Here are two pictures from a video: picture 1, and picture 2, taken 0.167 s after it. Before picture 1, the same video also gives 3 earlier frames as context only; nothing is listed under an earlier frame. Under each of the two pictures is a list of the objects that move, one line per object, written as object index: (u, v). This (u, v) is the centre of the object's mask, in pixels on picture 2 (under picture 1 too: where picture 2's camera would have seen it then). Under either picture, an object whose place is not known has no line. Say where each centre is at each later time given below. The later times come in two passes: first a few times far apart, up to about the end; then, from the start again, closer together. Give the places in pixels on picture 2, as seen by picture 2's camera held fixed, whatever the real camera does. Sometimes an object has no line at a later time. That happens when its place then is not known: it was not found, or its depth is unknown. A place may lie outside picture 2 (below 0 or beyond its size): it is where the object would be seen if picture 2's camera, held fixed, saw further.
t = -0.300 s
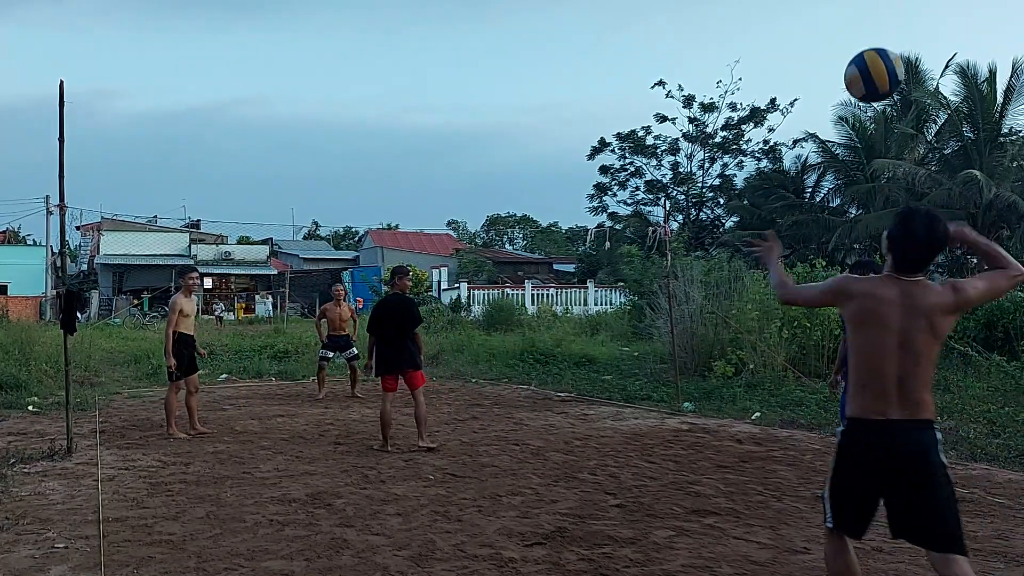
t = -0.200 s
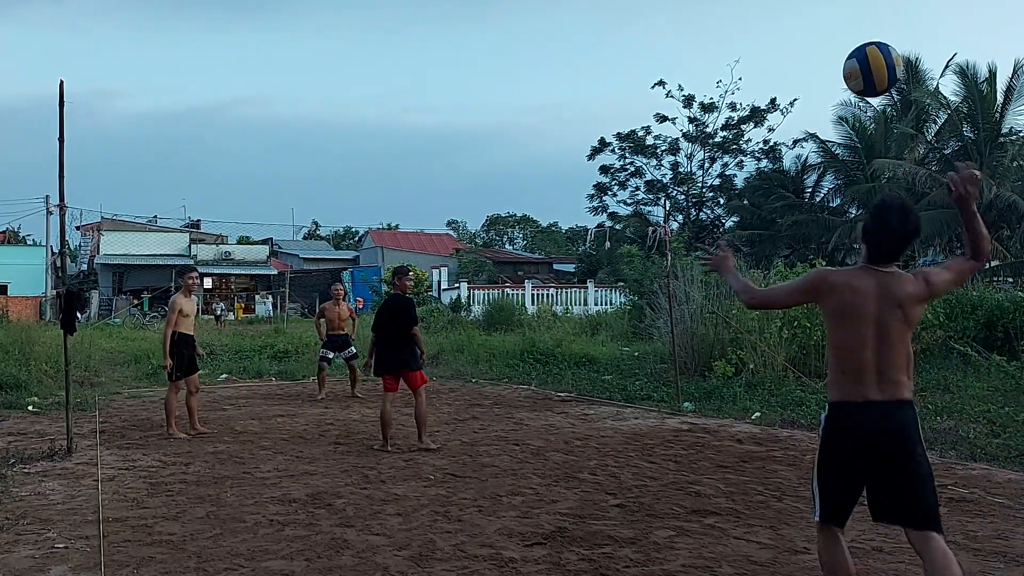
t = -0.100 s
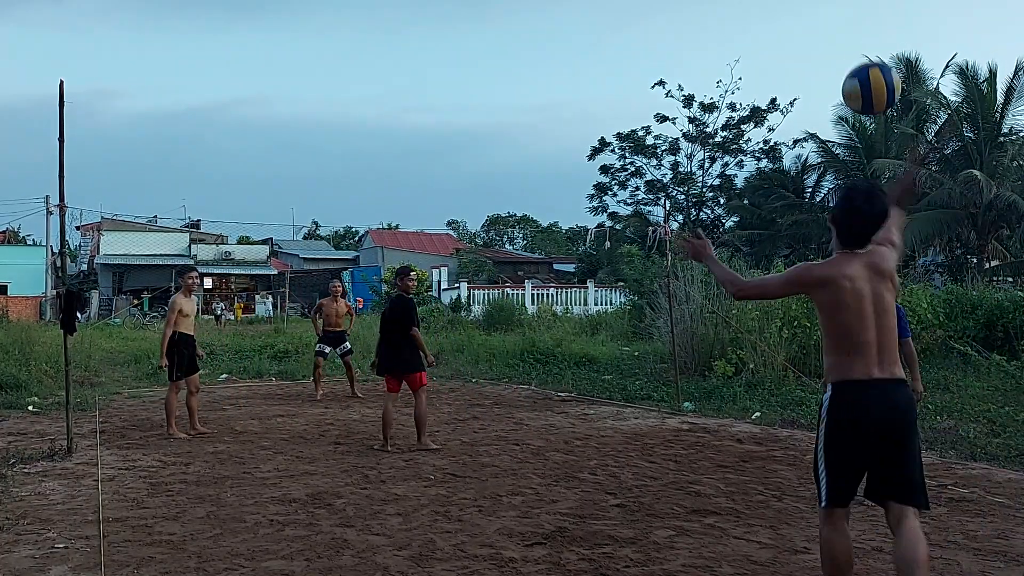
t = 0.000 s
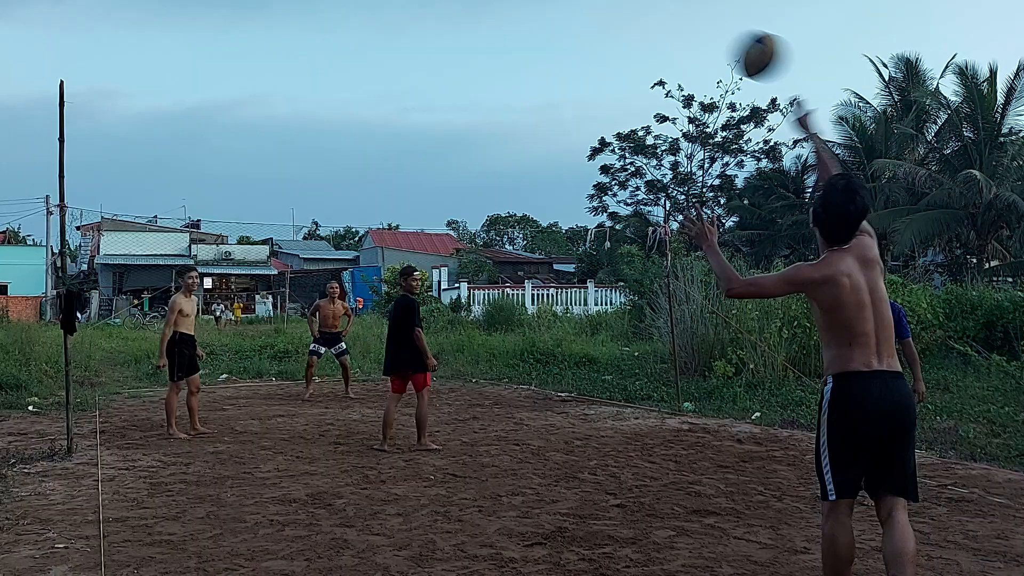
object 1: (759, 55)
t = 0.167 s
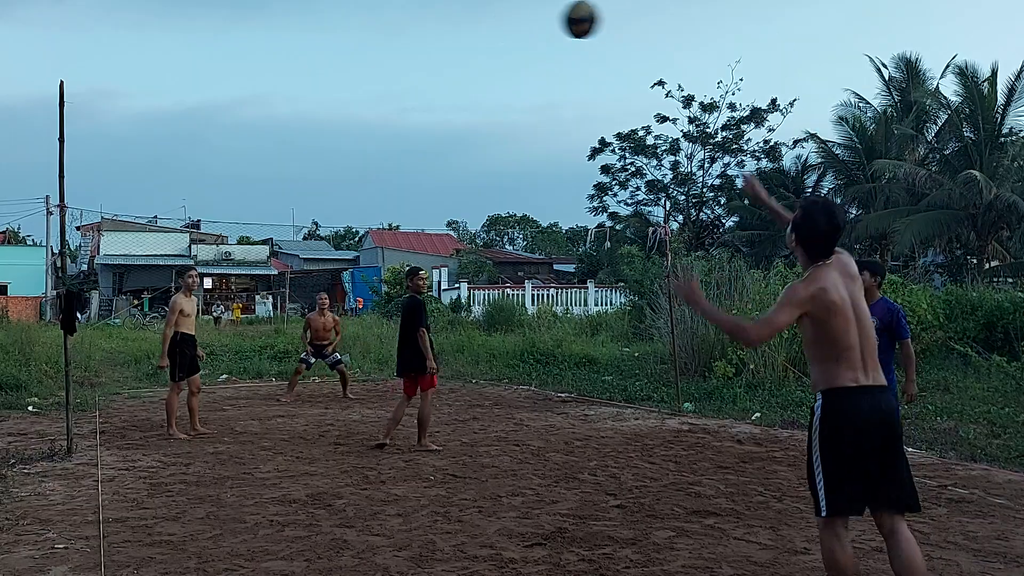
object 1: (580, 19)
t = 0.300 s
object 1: (491, 30)
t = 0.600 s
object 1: (364, 119)
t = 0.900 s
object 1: (292, 256)
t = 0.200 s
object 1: (555, 19)
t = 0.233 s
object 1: (532, 21)
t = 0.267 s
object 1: (510, 25)
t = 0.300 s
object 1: (491, 30)
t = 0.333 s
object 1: (473, 36)
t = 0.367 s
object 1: (455, 43)
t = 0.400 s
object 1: (439, 52)
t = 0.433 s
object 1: (425, 61)
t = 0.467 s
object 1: (411, 72)
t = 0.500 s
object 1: (398, 82)
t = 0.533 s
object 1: (386, 94)
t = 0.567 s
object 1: (375, 106)
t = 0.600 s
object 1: (364, 119)
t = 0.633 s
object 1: (354, 132)
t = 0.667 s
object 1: (345, 145)
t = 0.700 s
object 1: (337, 159)
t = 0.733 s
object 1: (328, 175)
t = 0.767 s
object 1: (321, 190)
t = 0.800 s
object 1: (314, 205)
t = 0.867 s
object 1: (299, 238)
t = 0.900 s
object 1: (292, 256)
